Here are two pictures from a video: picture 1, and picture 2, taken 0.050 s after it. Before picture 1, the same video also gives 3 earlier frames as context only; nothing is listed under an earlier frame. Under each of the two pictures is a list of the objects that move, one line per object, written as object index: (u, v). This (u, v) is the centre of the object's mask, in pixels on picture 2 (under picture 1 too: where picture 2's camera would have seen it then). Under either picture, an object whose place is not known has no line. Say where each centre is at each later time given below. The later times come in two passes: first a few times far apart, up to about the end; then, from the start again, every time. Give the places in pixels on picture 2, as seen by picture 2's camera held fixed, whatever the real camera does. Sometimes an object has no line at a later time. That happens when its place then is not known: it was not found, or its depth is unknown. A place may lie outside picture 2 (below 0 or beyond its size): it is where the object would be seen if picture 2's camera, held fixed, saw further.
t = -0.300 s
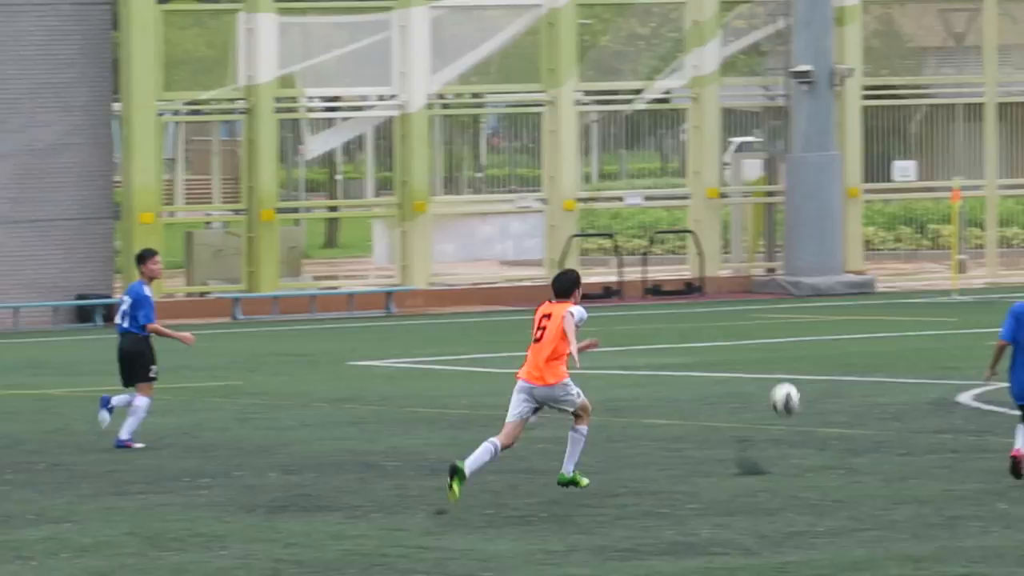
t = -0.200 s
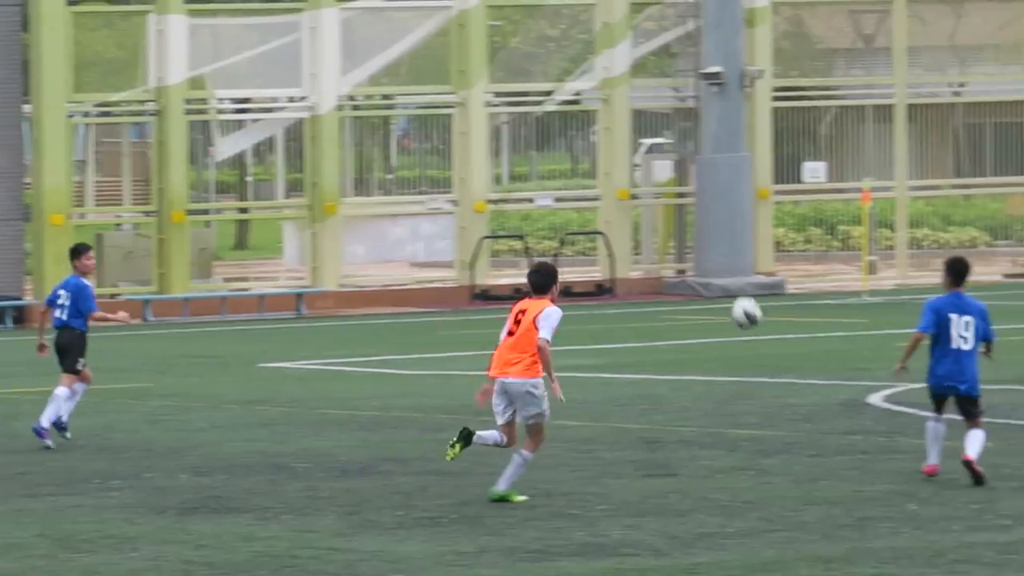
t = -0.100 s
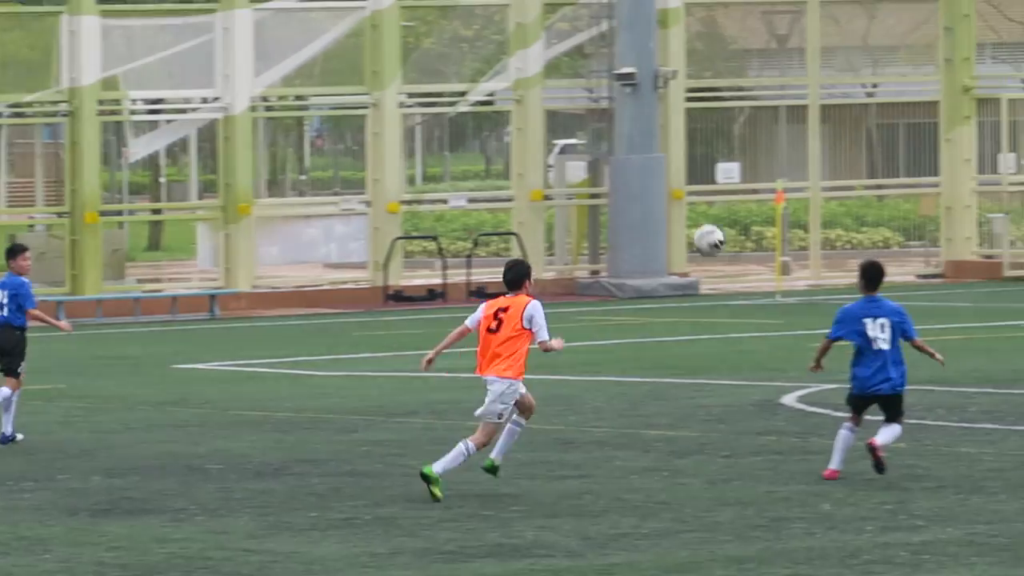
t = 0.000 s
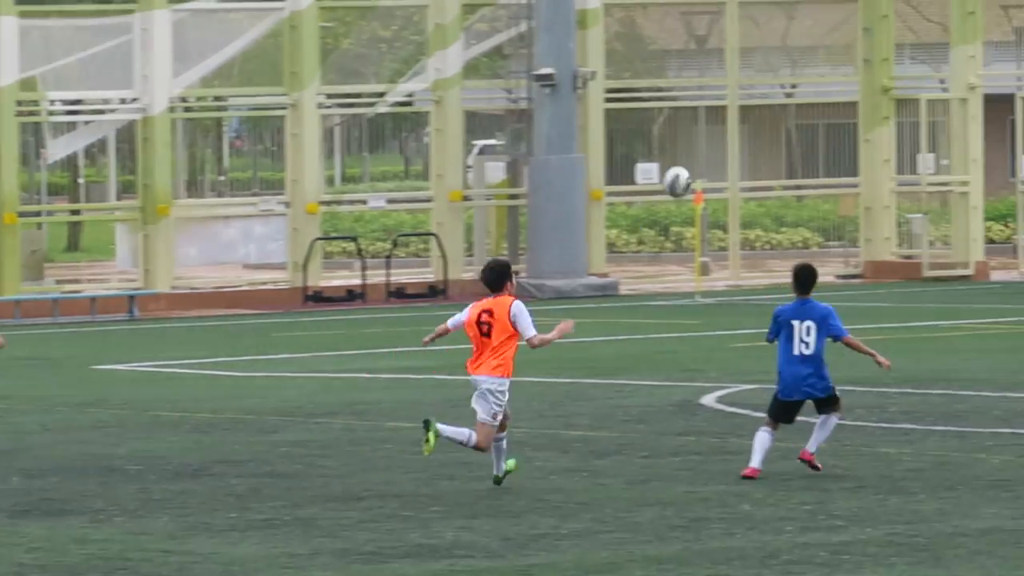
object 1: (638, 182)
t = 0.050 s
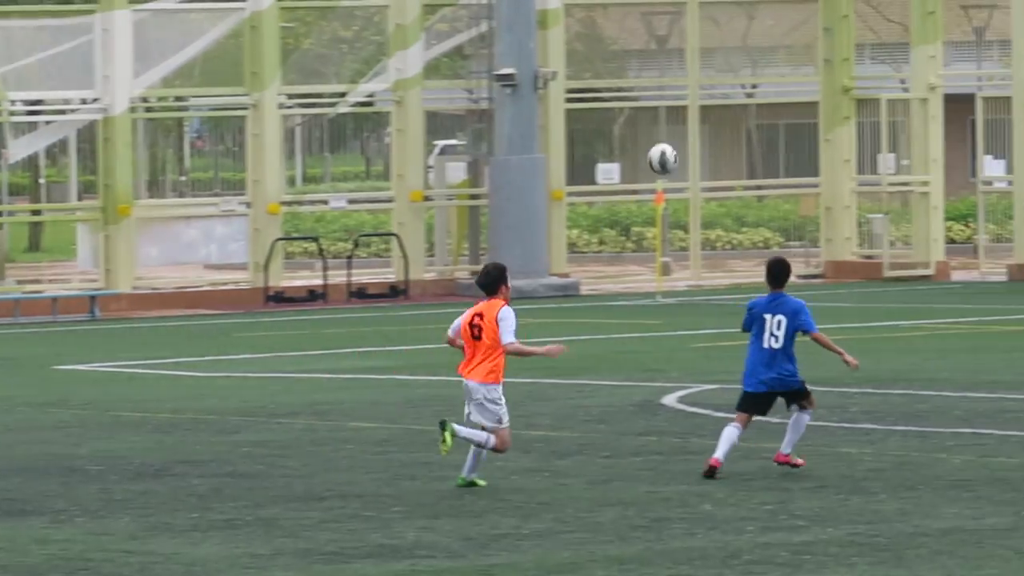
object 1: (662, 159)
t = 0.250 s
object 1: (759, 97)
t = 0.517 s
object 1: (887, 100)
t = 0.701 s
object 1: (973, 155)
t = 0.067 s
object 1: (671, 151)
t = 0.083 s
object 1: (678, 145)
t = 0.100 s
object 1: (687, 138)
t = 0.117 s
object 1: (695, 132)
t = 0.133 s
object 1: (703, 127)
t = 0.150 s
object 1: (712, 121)
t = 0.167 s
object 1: (719, 117)
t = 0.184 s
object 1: (728, 112)
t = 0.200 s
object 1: (735, 109)
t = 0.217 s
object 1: (743, 104)
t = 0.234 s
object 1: (751, 101)
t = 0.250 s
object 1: (759, 97)
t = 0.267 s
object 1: (768, 95)
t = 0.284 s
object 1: (775, 93)
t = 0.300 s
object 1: (783, 91)
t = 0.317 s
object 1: (791, 90)
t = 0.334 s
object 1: (799, 88)
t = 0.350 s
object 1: (807, 88)
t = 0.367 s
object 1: (815, 87)
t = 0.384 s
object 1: (823, 87)
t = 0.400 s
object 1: (831, 88)
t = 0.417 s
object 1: (839, 88)
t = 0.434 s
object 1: (847, 90)
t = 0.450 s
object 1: (855, 91)
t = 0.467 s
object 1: (862, 92)
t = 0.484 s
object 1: (870, 94)
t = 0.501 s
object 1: (879, 97)
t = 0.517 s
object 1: (887, 100)
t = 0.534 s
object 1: (895, 103)
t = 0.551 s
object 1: (903, 107)
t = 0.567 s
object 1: (909, 110)
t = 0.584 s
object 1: (918, 114)
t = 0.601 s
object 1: (926, 119)
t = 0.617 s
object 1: (935, 124)
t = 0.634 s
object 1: (942, 130)
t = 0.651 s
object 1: (950, 135)
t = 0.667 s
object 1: (958, 141)
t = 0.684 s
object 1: (965, 147)
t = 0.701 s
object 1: (973, 155)
